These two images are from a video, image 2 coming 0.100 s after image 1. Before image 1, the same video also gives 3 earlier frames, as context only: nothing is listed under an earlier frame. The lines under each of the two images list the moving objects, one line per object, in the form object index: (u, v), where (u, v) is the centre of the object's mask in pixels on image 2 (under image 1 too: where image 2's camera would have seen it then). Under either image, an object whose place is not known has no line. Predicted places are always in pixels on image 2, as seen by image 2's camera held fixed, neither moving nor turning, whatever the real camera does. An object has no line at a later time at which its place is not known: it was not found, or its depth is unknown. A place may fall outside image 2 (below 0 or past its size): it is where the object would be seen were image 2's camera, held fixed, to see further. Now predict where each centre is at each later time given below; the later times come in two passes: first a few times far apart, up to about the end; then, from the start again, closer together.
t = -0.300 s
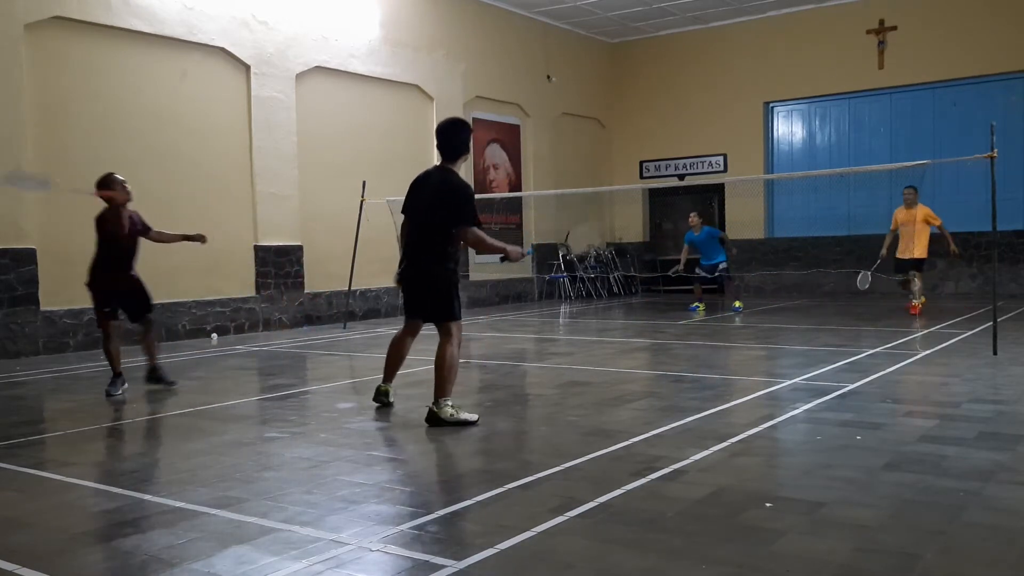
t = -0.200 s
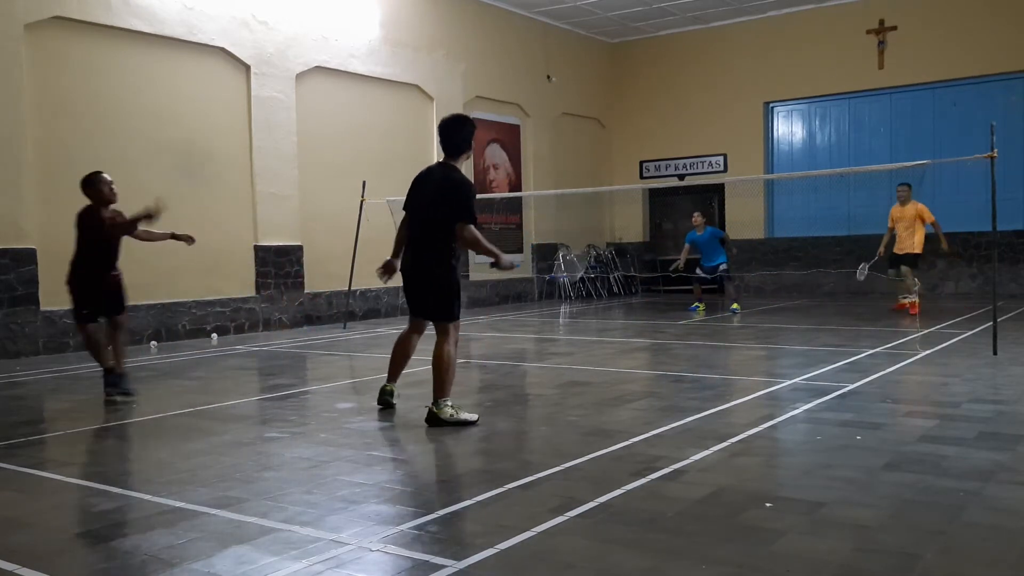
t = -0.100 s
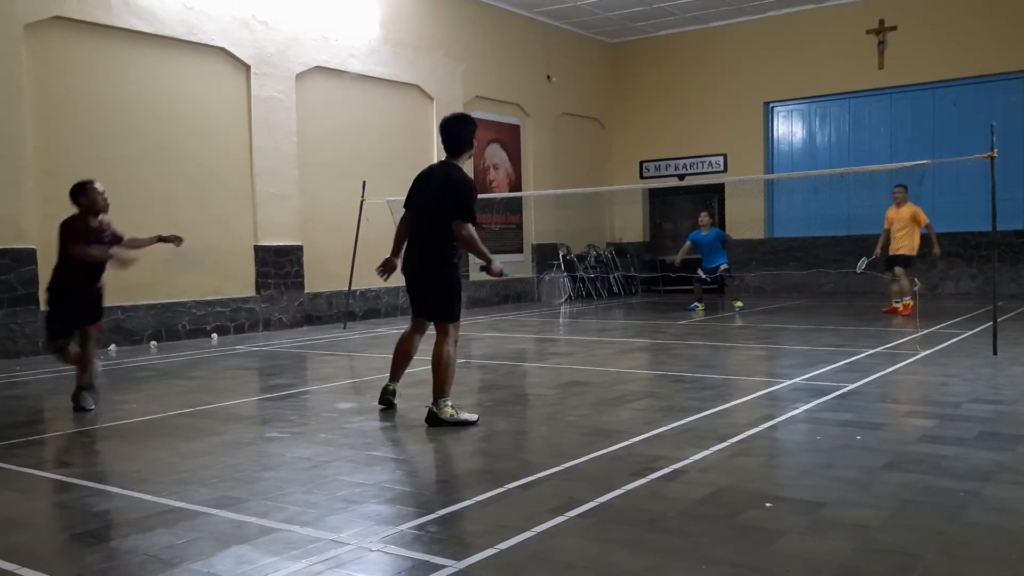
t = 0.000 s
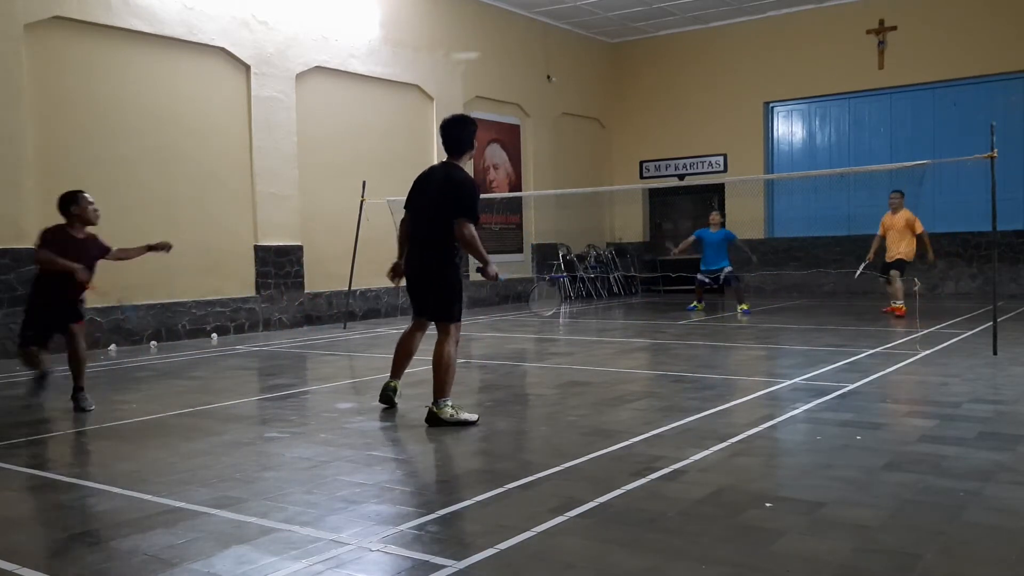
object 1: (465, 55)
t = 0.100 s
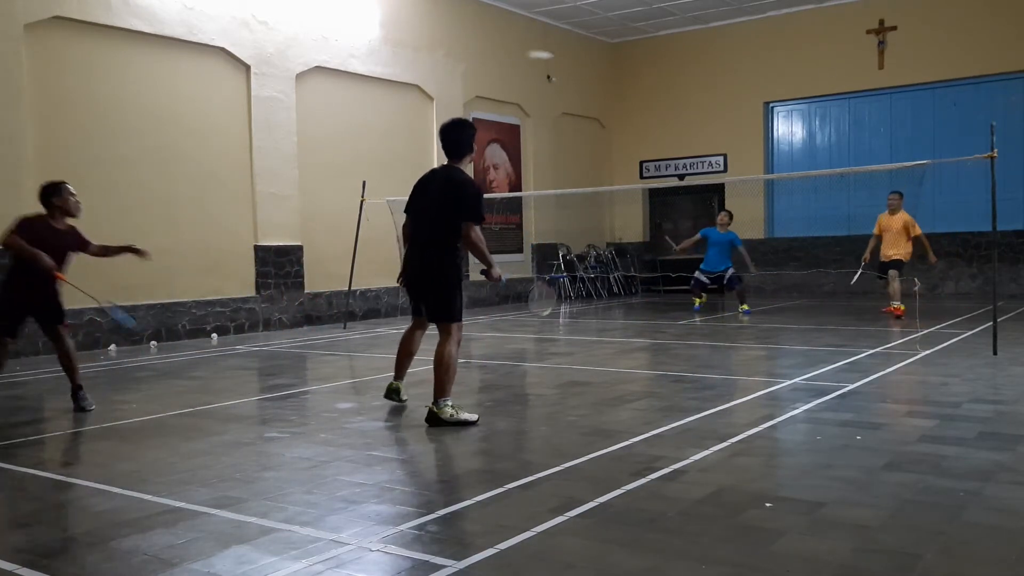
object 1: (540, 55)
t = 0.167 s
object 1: (580, 61)
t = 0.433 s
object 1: (697, 120)
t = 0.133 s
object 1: (560, 57)
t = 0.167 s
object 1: (580, 61)
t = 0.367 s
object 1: (673, 101)
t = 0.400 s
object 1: (685, 110)
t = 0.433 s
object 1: (697, 120)
